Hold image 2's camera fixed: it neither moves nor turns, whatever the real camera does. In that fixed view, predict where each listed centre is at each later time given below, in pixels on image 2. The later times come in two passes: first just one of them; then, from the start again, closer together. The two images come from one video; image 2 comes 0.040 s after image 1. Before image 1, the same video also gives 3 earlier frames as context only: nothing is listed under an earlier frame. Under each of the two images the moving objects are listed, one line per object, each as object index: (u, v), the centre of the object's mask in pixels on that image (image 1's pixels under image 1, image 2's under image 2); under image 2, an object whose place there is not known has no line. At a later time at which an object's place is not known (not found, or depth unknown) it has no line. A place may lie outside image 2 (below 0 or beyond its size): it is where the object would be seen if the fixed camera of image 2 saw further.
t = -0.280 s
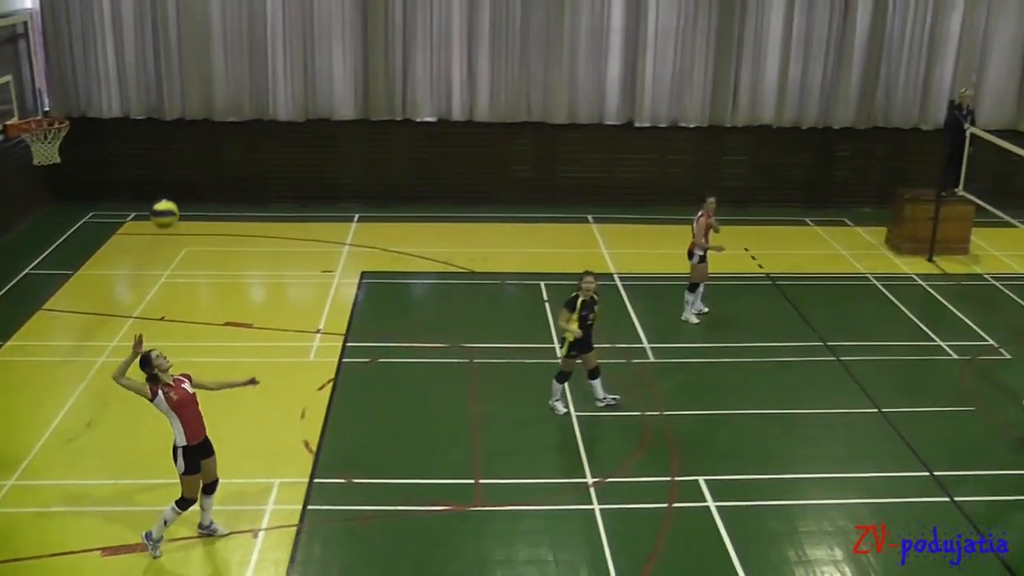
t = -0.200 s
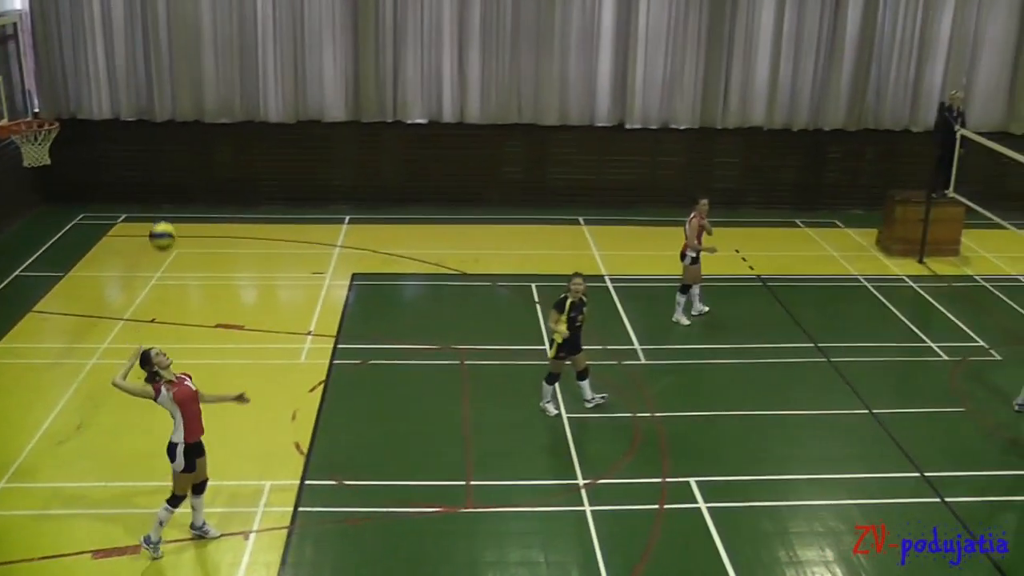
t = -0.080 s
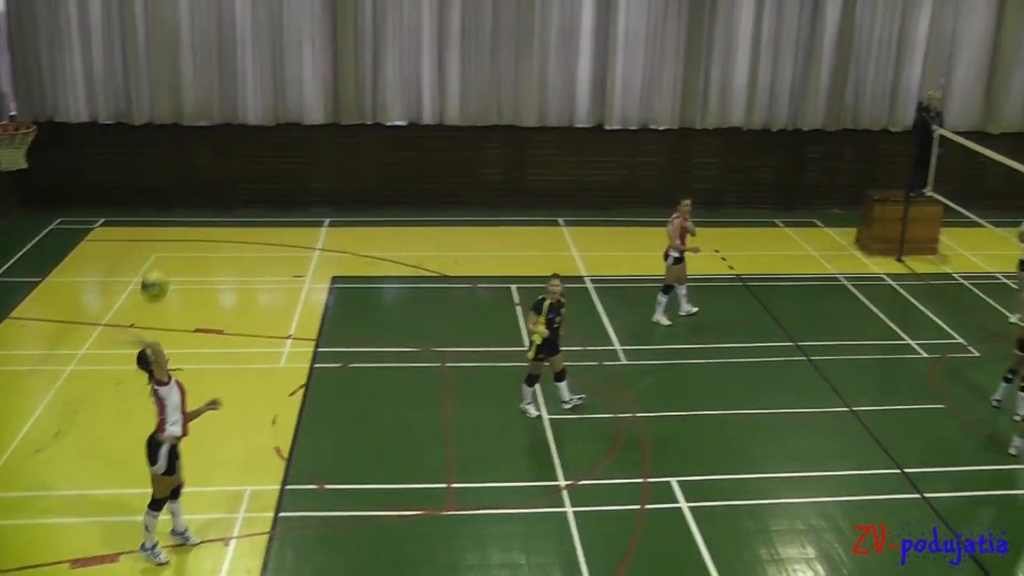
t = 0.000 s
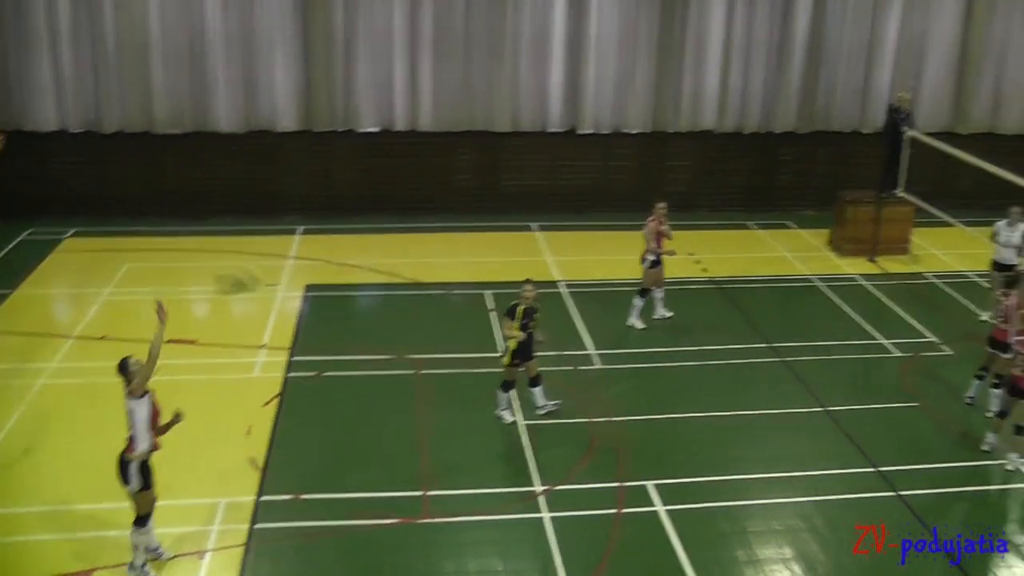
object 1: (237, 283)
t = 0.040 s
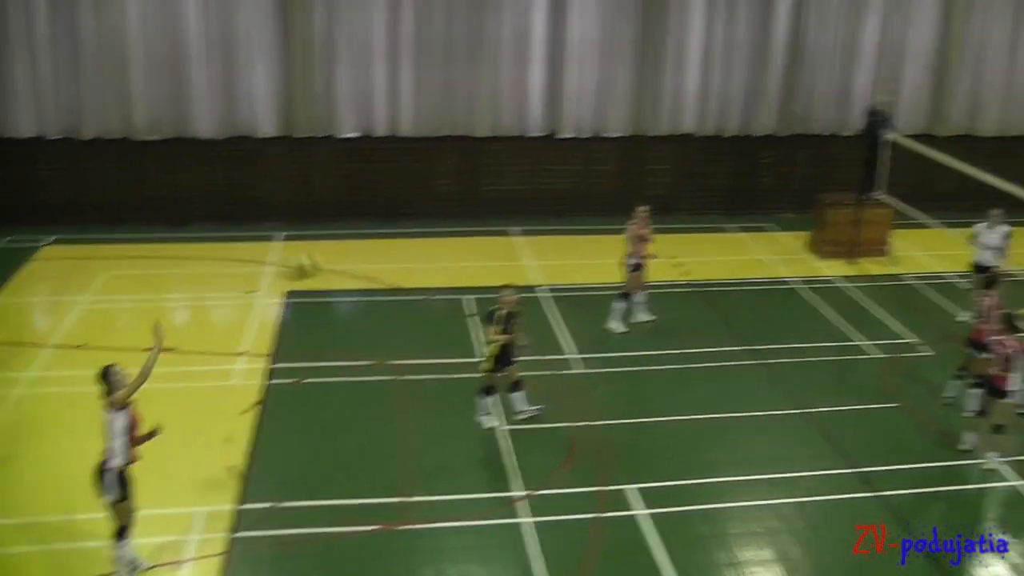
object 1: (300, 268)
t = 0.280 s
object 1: (736, 184)
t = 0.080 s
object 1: (379, 248)
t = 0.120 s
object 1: (457, 230)
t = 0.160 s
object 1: (531, 216)
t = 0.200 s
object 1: (604, 205)
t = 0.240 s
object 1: (671, 194)
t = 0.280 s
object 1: (736, 184)
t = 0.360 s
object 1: (859, 172)
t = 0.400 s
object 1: (916, 170)
